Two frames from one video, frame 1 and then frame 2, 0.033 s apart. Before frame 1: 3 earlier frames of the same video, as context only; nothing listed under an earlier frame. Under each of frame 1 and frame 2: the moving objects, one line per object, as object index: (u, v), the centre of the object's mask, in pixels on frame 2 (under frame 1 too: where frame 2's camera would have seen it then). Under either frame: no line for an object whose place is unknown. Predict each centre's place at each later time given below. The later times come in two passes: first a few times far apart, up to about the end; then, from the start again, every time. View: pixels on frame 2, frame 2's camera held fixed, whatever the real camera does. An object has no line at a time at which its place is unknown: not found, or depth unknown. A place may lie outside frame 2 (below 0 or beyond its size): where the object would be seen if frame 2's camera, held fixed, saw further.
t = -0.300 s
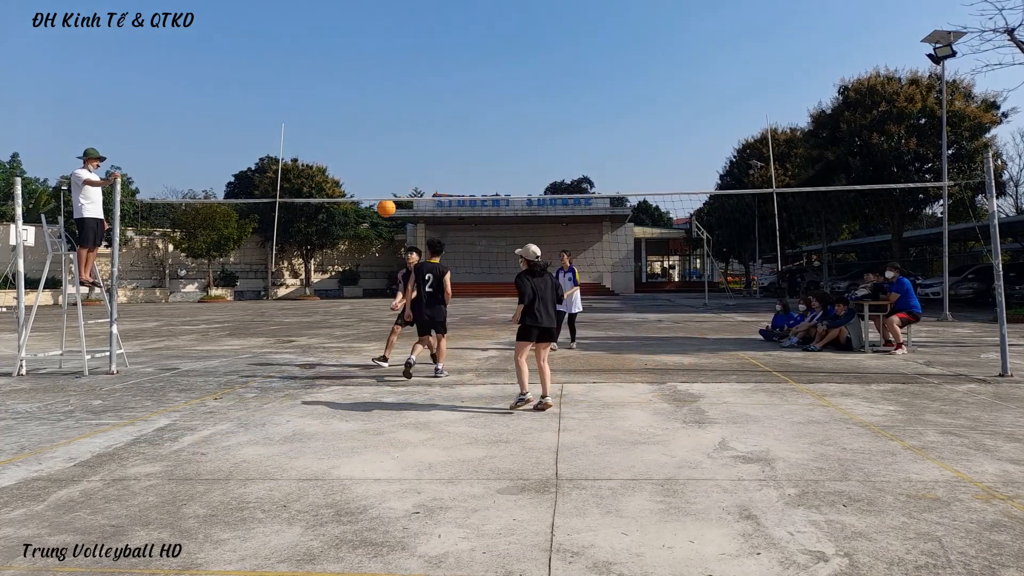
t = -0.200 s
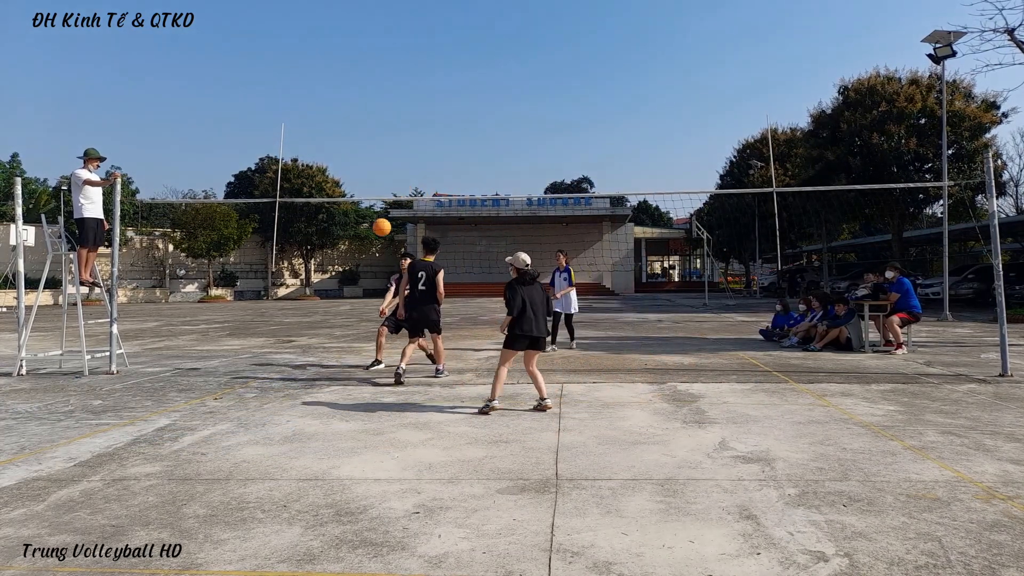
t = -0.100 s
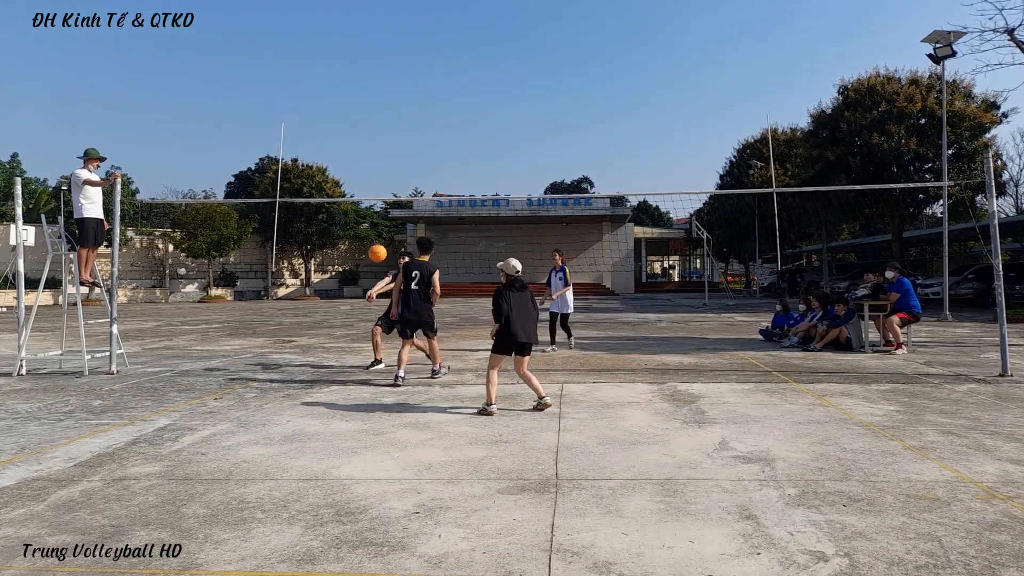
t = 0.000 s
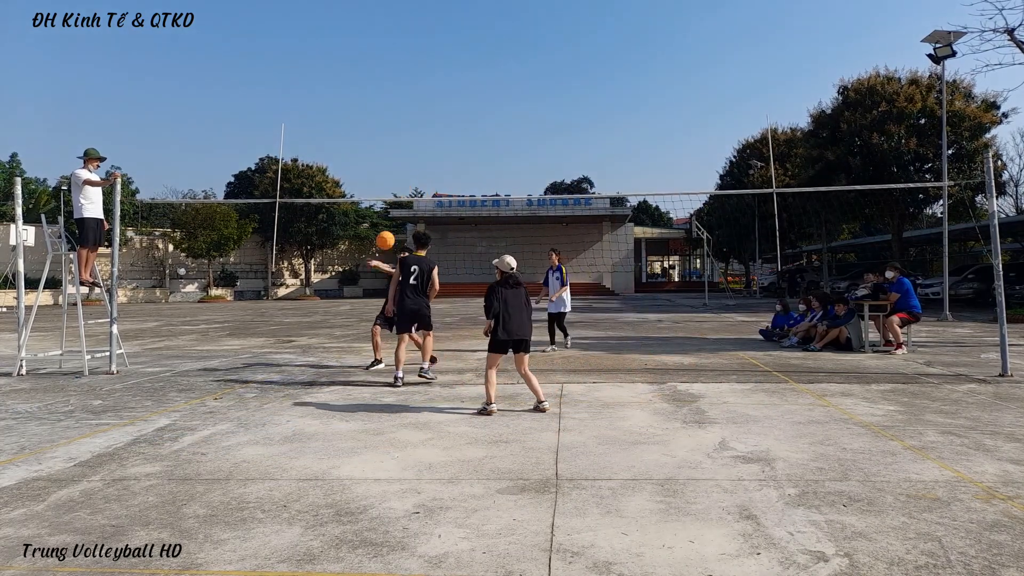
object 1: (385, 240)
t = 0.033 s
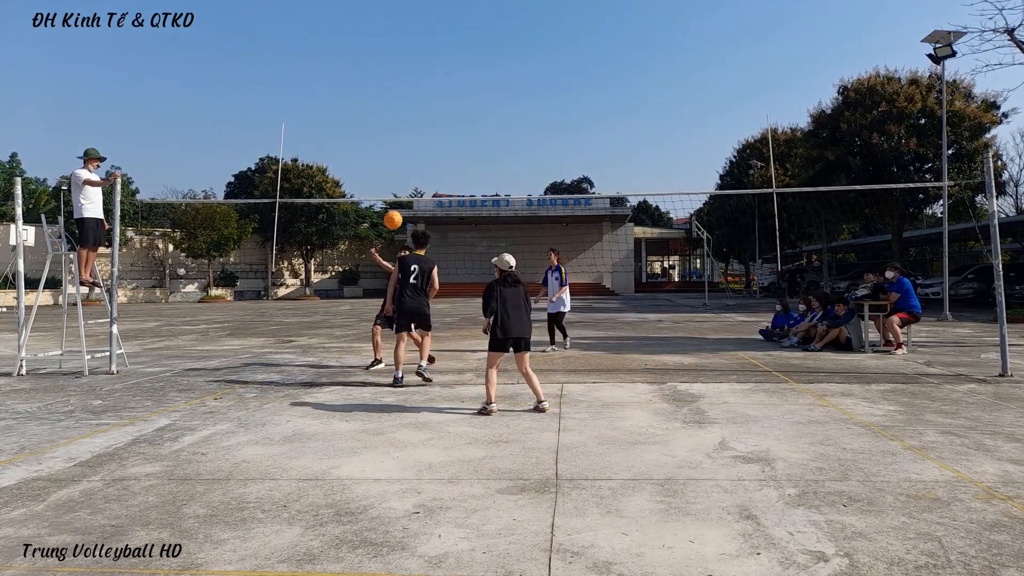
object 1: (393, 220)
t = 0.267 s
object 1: (447, 105)
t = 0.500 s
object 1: (502, 31)
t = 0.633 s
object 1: (535, 8)
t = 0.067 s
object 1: (401, 200)
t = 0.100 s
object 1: (409, 182)
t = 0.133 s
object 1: (416, 165)
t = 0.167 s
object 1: (424, 149)
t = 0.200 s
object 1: (431, 133)
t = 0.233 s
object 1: (439, 119)
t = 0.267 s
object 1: (447, 105)
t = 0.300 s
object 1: (454, 92)
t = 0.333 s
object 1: (462, 79)
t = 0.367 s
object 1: (470, 68)
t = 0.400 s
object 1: (478, 57)
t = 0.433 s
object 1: (486, 48)
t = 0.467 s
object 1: (494, 39)
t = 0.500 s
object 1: (502, 31)
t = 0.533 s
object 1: (510, 24)
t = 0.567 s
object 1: (519, 18)
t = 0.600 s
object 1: (527, 12)
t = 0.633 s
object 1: (535, 8)
